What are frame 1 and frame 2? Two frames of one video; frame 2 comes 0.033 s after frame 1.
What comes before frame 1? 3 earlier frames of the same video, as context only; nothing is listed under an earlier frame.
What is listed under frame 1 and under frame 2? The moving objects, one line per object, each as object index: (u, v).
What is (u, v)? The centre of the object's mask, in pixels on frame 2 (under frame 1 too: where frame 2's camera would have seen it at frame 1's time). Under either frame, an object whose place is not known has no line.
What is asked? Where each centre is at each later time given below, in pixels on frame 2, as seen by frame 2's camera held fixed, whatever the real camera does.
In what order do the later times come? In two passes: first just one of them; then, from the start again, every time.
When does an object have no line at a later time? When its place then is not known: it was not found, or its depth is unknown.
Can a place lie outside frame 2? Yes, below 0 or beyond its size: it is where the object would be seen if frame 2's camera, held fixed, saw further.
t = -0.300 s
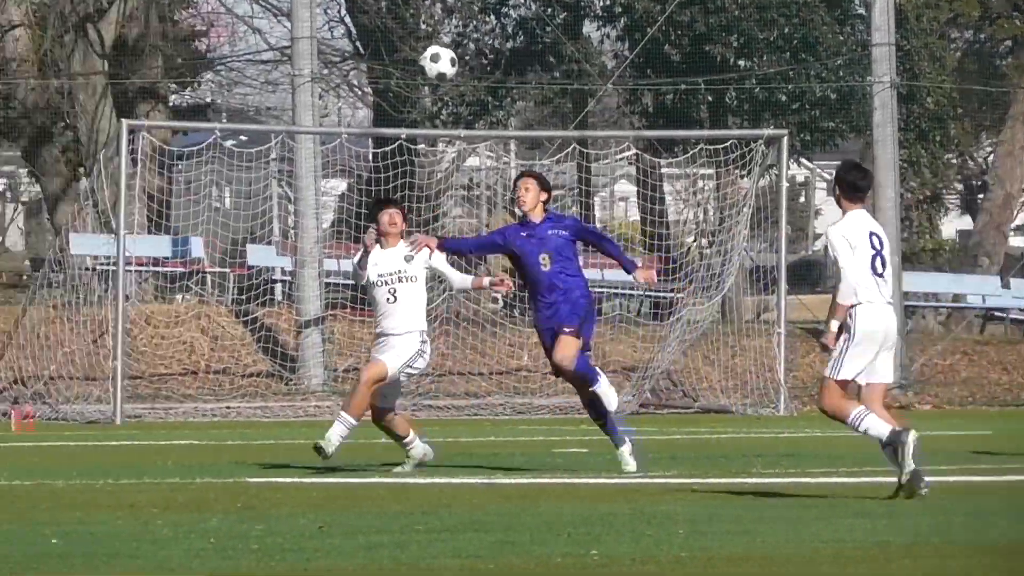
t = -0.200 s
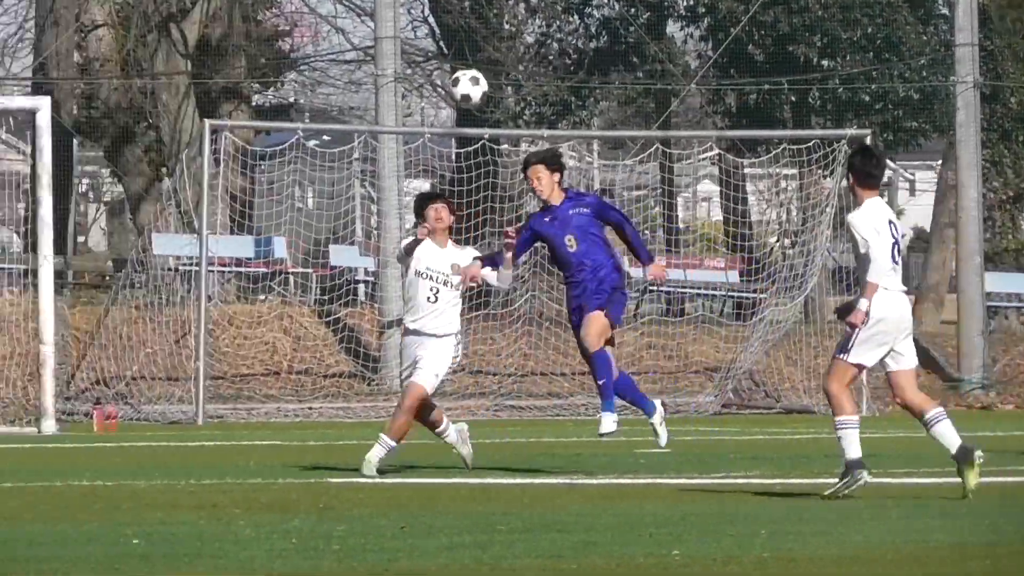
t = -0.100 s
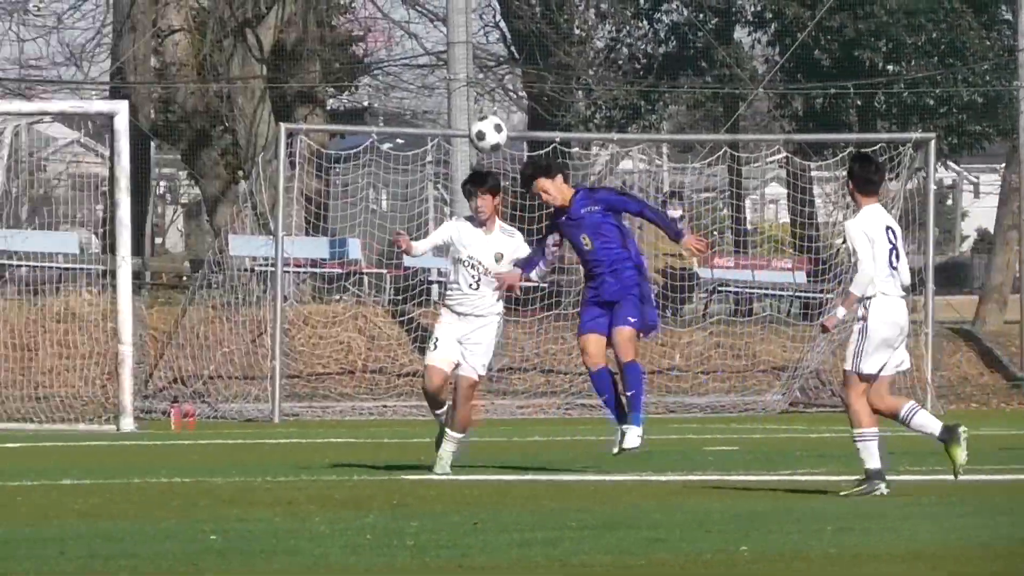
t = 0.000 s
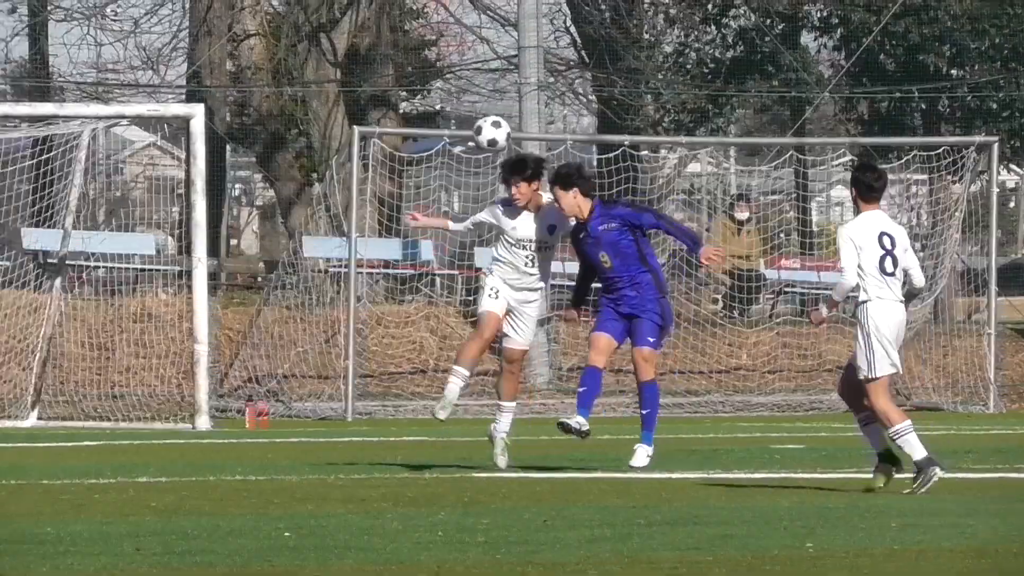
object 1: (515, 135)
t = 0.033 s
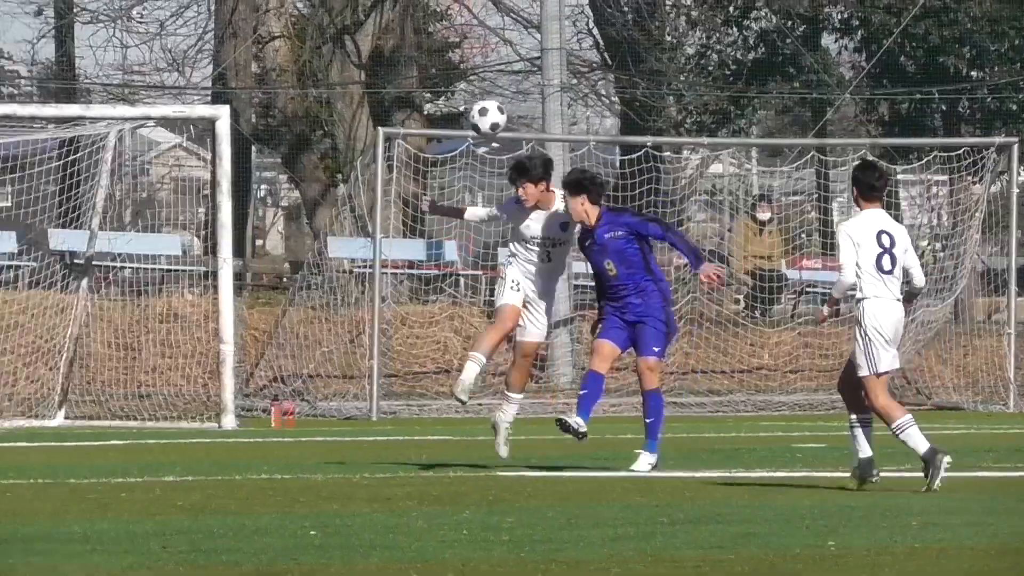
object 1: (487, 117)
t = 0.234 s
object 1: (318, 51)
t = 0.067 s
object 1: (460, 101)
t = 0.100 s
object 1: (432, 89)
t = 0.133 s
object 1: (403, 77)
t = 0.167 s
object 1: (376, 67)
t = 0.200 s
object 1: (347, 58)
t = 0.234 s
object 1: (318, 51)
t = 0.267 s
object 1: (289, 47)
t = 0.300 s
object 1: (259, 45)
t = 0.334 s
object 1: (229, 46)
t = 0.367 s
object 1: (199, 47)
